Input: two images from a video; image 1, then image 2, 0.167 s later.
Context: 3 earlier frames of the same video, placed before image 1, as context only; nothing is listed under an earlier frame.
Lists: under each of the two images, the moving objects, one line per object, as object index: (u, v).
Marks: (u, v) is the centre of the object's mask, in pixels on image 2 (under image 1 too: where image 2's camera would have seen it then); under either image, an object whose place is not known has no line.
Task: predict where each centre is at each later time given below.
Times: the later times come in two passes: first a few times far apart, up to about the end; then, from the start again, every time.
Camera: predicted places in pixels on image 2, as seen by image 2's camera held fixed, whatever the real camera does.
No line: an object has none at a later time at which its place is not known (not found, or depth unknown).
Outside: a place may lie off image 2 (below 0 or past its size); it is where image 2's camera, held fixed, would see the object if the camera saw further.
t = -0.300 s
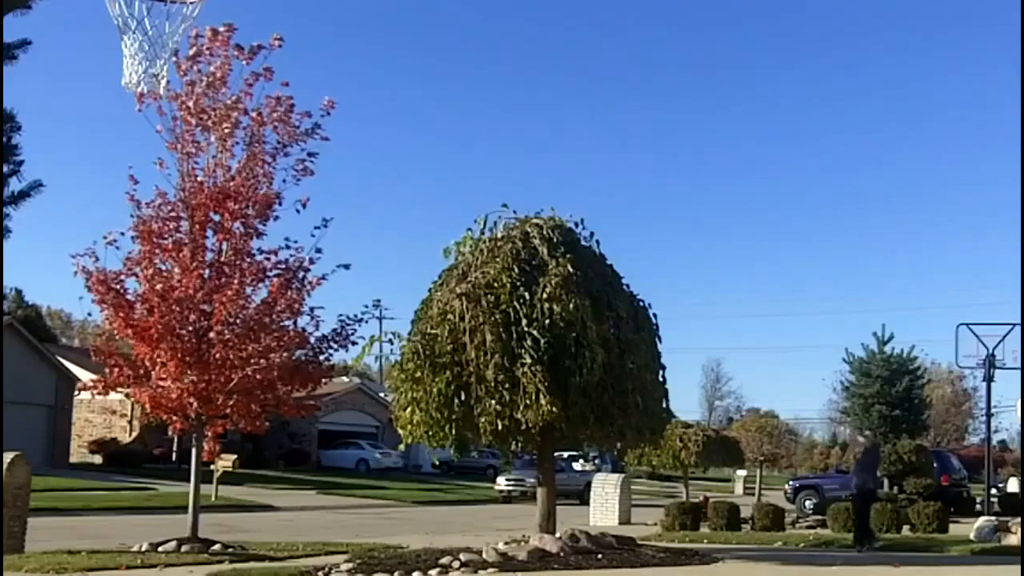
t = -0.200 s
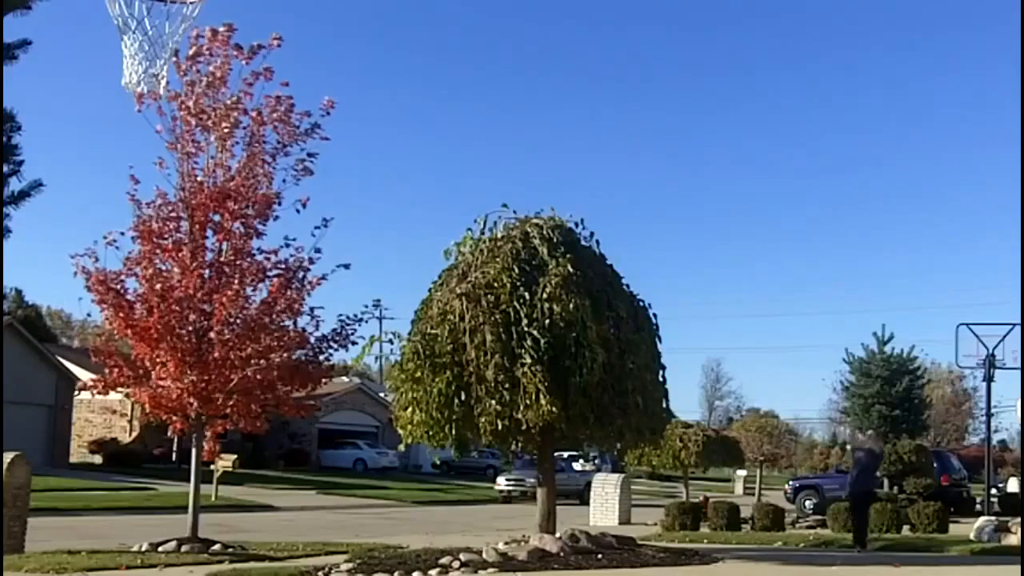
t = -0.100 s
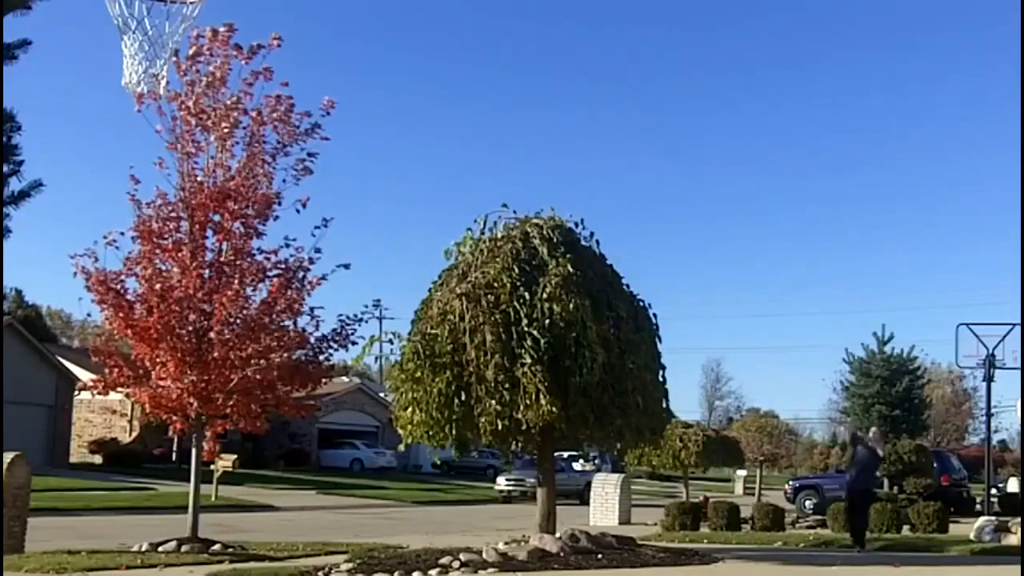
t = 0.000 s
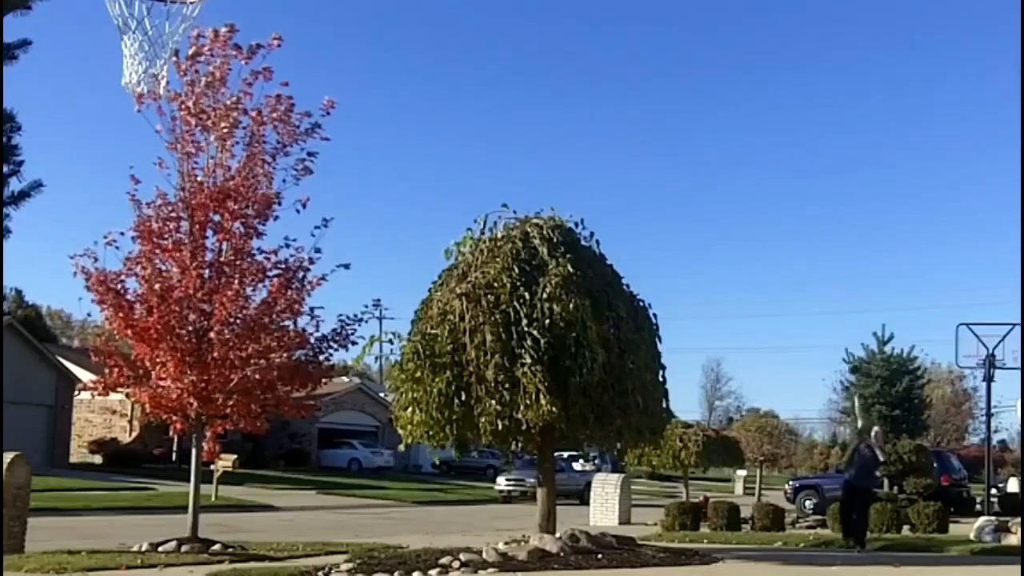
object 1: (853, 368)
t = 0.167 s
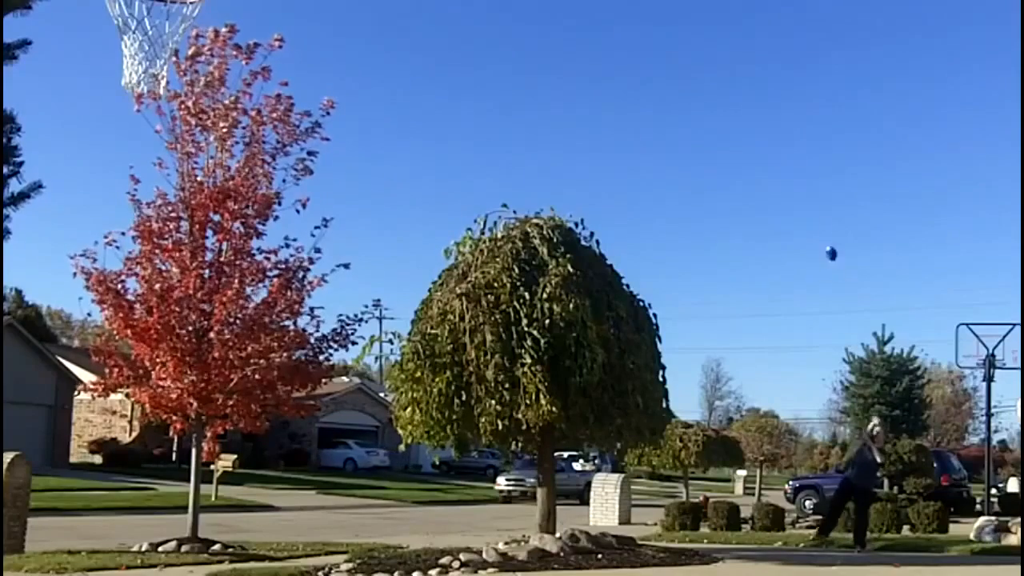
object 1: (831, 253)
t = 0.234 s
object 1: (821, 210)
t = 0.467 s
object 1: (780, 70)
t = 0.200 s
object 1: (826, 231)
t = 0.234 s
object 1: (821, 210)
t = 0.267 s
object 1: (817, 189)
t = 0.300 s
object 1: (810, 168)
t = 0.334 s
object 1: (805, 147)
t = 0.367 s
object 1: (799, 127)
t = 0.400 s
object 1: (793, 107)
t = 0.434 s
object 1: (786, 88)
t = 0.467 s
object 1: (780, 70)
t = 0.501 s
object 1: (774, 52)
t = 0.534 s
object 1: (767, 34)
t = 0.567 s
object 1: (760, 16)
